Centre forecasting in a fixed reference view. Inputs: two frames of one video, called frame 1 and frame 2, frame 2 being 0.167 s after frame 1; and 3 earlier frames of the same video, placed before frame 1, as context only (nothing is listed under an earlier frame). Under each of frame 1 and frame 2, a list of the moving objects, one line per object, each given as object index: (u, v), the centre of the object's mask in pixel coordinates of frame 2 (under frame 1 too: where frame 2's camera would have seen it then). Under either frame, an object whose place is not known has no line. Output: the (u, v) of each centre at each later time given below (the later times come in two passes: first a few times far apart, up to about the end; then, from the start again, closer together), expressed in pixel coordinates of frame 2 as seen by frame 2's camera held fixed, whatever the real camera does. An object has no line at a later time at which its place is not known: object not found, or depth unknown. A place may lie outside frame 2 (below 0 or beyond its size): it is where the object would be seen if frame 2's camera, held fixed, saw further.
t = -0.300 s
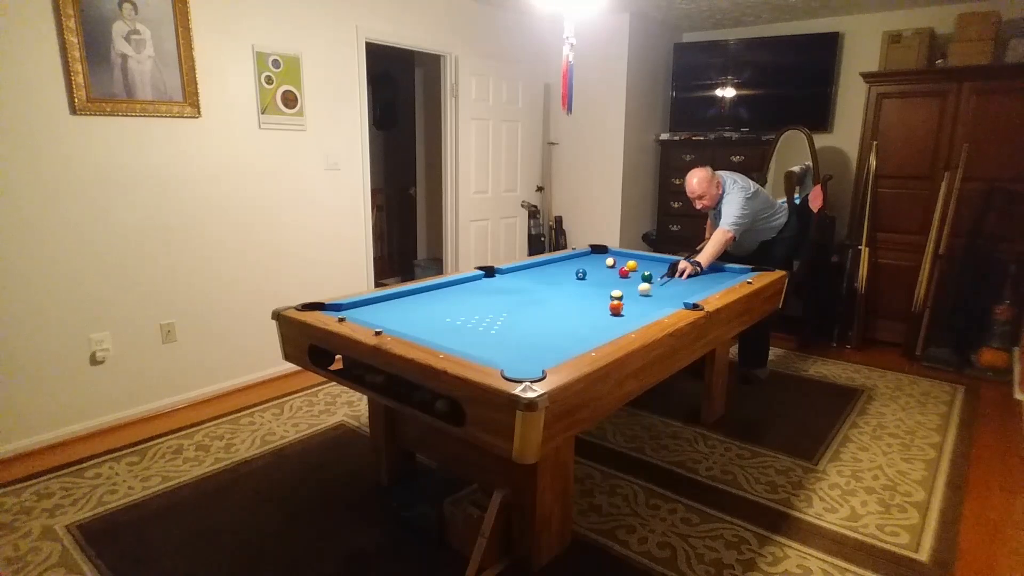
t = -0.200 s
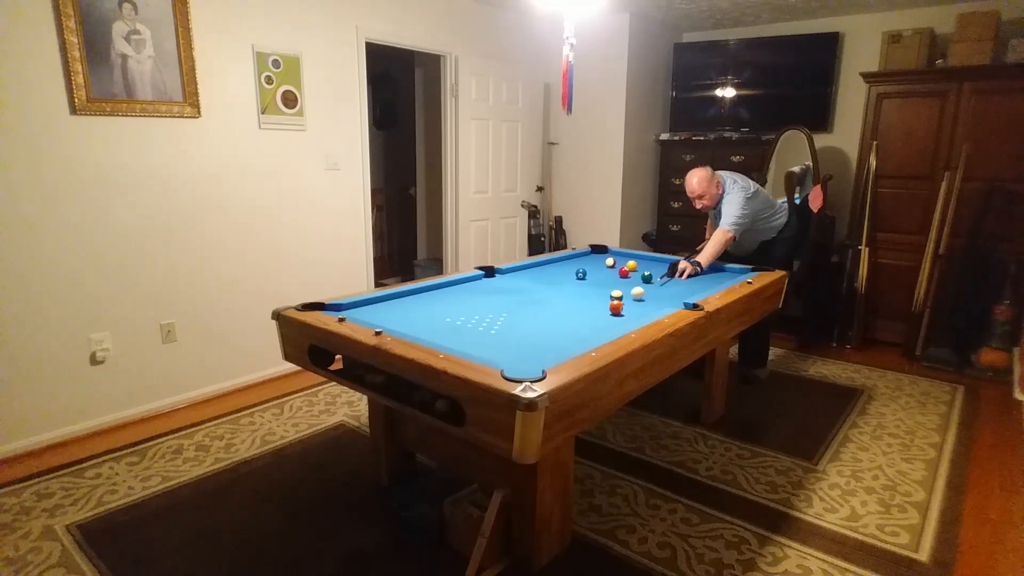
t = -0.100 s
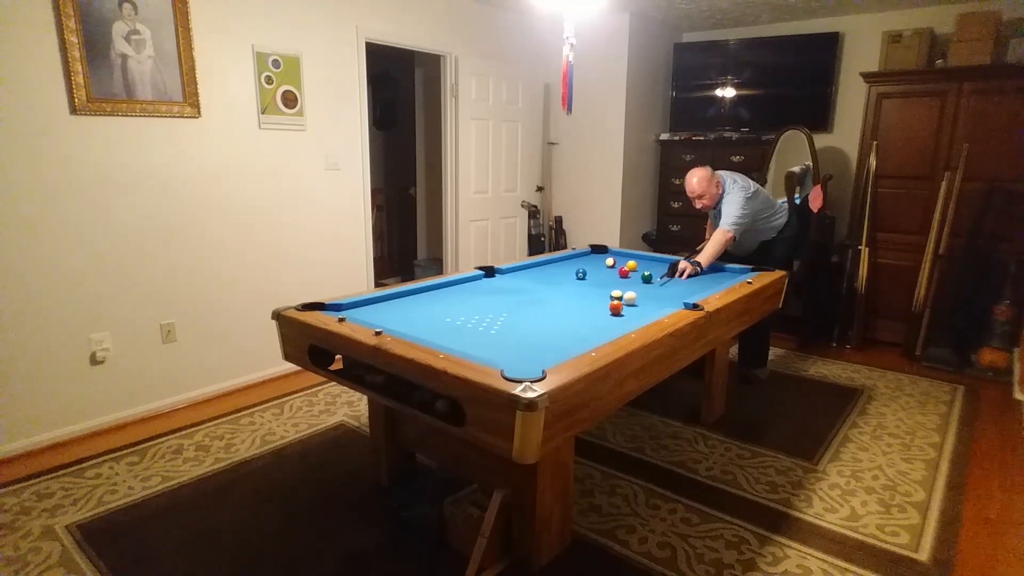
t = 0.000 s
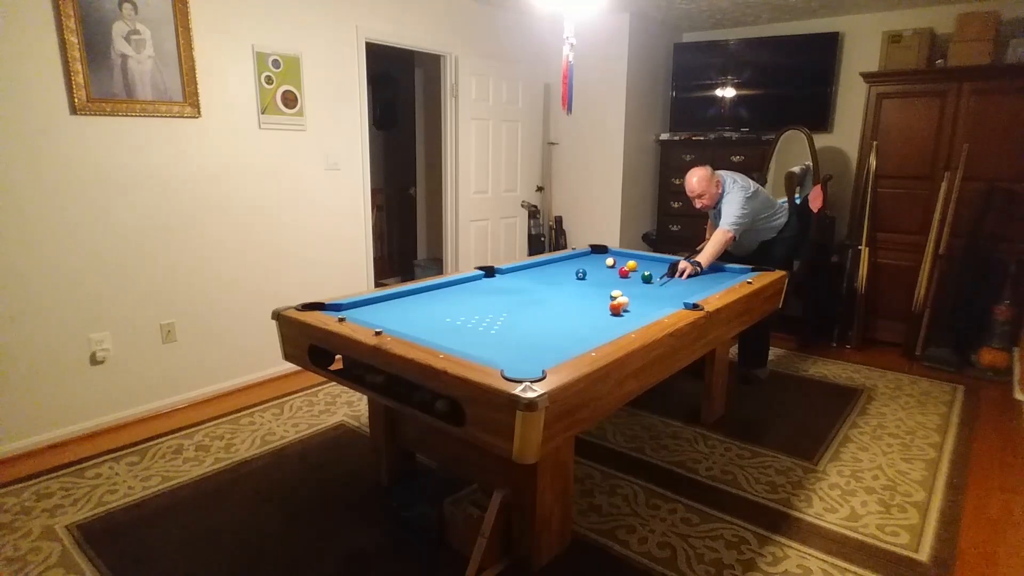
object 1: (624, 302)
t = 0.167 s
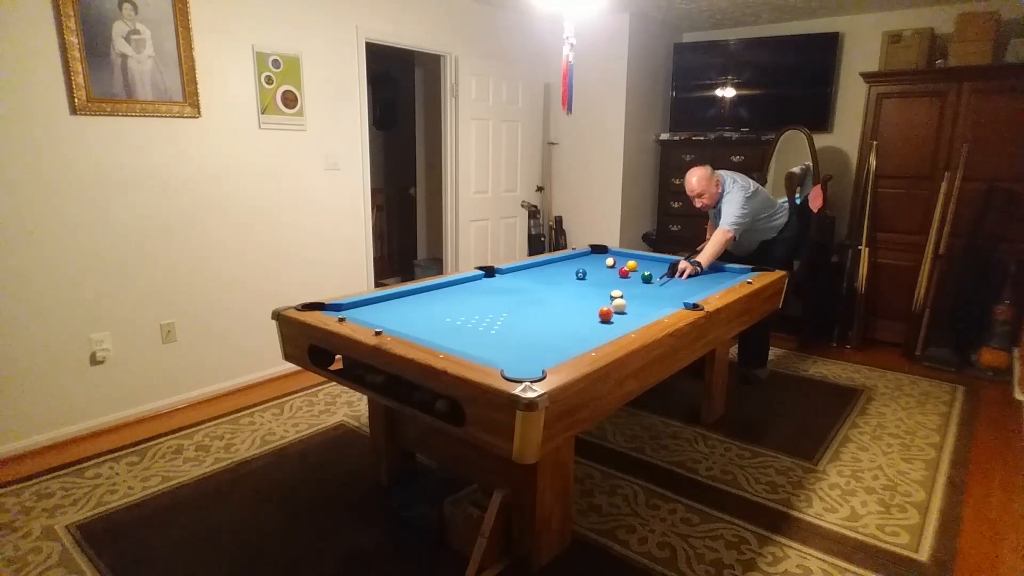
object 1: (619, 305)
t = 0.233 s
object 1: (618, 306)
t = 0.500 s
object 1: (613, 309)
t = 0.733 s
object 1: (610, 311)
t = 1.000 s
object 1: (606, 314)
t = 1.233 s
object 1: (604, 316)
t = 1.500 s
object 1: (601, 318)
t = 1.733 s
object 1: (599, 320)
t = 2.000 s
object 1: (597, 321)
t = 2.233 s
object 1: (596, 322)
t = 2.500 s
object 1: (595, 323)
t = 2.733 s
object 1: (594, 323)
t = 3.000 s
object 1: (594, 323)
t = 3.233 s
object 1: (594, 323)
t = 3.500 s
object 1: (594, 323)
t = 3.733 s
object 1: (594, 323)
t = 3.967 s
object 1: (594, 323)
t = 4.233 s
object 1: (594, 323)
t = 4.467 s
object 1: (594, 323)
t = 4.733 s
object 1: (594, 323)
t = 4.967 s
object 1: (594, 323)
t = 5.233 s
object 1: (594, 323)
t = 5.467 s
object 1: (594, 323)
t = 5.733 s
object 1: (594, 323)
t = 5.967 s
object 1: (594, 323)
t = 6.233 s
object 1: (594, 323)
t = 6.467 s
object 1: (594, 323)
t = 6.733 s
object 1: (594, 323)
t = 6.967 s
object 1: (594, 323)
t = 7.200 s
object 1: (594, 323)
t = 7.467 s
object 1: (594, 323)
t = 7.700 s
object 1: (594, 323)
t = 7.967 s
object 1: (594, 323)
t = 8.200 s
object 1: (594, 323)
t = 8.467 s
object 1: (594, 323)
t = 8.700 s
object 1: (594, 323)
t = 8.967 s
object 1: (594, 323)
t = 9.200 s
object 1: (594, 323)
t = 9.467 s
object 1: (594, 323)
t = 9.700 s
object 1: (594, 323)
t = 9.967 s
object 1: (594, 323)
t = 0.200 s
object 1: (618, 306)
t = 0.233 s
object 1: (618, 306)
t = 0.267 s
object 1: (617, 306)
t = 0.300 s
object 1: (617, 307)
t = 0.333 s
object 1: (616, 307)
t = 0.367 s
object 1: (615, 308)
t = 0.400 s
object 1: (615, 308)
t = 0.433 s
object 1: (614, 308)
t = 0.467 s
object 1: (614, 309)
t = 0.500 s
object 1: (613, 309)
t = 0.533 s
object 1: (613, 309)
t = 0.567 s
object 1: (612, 310)
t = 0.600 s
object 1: (612, 310)
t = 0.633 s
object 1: (611, 310)
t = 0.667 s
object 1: (611, 311)
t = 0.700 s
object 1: (610, 311)
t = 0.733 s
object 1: (610, 311)
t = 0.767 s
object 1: (609, 312)
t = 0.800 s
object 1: (609, 312)
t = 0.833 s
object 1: (609, 312)
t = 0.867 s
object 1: (608, 312)
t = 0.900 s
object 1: (608, 313)
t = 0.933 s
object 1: (607, 313)
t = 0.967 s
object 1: (607, 313)
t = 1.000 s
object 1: (606, 314)
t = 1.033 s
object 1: (606, 314)
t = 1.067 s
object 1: (606, 315)
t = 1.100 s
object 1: (605, 315)
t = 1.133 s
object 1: (605, 315)
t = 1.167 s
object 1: (604, 316)
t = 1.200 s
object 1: (604, 316)
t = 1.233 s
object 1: (604, 316)
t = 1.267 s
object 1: (603, 316)
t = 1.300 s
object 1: (603, 317)
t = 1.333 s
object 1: (602, 317)
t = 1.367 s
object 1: (602, 317)
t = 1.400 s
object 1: (602, 318)
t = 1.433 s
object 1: (602, 318)
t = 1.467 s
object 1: (601, 318)
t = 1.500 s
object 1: (601, 318)
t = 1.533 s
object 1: (601, 319)
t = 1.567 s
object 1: (600, 319)
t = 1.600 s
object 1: (600, 319)
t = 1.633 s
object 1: (600, 319)
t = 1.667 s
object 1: (600, 319)
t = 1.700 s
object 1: (599, 319)
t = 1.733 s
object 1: (599, 320)
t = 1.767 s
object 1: (599, 320)
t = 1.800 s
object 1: (598, 320)
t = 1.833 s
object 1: (598, 320)
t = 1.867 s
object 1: (598, 320)
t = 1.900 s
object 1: (598, 321)
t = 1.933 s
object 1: (597, 321)
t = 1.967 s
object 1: (597, 321)
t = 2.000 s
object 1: (597, 321)
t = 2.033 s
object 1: (597, 321)
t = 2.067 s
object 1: (597, 321)
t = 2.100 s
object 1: (597, 321)
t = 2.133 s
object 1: (596, 322)
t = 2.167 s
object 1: (596, 322)
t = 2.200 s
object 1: (596, 322)
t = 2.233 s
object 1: (596, 322)
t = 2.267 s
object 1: (596, 322)
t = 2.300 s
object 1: (596, 322)
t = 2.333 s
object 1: (595, 322)
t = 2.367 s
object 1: (595, 322)
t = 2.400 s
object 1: (595, 322)
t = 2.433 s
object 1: (595, 322)
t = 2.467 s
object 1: (595, 323)
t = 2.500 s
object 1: (595, 323)
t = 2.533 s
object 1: (595, 323)
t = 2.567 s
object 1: (595, 323)
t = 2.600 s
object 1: (595, 323)
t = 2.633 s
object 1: (595, 323)
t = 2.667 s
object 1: (594, 323)
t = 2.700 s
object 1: (594, 323)
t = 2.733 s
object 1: (594, 323)
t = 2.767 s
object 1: (594, 323)
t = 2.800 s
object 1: (594, 323)
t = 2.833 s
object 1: (594, 323)
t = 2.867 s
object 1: (594, 323)
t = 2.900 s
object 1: (594, 323)
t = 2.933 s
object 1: (594, 323)
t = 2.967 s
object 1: (594, 323)
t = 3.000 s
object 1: (594, 323)
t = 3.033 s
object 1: (594, 323)
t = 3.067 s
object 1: (594, 323)
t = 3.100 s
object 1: (594, 323)
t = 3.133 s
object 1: (594, 323)
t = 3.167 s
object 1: (594, 323)
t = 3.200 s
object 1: (594, 323)
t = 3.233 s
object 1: (594, 323)
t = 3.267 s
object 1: (594, 323)
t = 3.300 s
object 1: (594, 323)
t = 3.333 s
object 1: (594, 323)
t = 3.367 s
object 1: (594, 323)
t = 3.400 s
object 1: (594, 323)
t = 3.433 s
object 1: (594, 323)
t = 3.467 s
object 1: (594, 323)
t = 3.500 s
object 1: (594, 323)
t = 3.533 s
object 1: (594, 323)
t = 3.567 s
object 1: (594, 323)
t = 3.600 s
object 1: (594, 323)
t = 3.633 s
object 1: (594, 323)
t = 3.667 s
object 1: (594, 323)
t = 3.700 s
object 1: (594, 323)
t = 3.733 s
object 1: (594, 323)
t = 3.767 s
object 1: (594, 323)
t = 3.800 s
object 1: (594, 323)
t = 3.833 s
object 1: (594, 323)
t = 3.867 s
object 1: (594, 323)
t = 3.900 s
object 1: (594, 323)
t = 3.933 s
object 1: (594, 323)
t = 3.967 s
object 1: (594, 323)
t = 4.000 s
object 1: (594, 323)
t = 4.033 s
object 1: (594, 323)
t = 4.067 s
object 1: (594, 323)
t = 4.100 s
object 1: (594, 323)
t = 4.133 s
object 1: (594, 323)
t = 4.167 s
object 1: (594, 323)
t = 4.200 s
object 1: (594, 323)
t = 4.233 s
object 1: (594, 323)
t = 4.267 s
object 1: (594, 323)
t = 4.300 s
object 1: (594, 323)
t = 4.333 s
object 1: (594, 323)
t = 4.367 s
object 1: (594, 323)
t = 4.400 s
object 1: (594, 323)
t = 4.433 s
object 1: (594, 323)
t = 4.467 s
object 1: (594, 323)
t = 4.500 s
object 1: (594, 323)
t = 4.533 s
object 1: (594, 323)
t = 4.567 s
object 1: (594, 323)
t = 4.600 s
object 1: (594, 323)
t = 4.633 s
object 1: (594, 323)
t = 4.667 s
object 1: (594, 323)
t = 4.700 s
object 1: (594, 323)
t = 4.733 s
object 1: (594, 323)
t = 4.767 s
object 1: (594, 323)
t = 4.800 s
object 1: (594, 323)
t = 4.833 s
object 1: (594, 323)
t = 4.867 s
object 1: (594, 323)
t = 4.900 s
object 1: (594, 323)
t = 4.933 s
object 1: (594, 323)
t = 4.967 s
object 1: (594, 323)
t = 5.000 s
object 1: (594, 323)
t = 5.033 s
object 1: (594, 323)
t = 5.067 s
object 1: (594, 323)
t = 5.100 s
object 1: (594, 323)
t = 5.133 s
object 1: (594, 323)
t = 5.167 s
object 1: (594, 323)
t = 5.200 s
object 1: (594, 323)
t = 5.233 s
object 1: (594, 323)
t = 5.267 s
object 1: (594, 323)
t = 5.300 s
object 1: (594, 323)
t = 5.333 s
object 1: (594, 323)
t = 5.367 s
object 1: (594, 323)
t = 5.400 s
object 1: (594, 323)
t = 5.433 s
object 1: (594, 323)
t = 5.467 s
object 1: (594, 323)
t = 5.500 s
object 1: (594, 323)
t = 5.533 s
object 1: (594, 323)
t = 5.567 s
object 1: (594, 323)
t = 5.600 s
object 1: (594, 323)
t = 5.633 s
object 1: (594, 323)
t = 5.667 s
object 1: (594, 323)
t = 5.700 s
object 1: (594, 323)
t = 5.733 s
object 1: (594, 323)
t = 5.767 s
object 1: (594, 323)
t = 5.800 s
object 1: (594, 323)
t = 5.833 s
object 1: (594, 323)
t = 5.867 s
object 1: (594, 323)
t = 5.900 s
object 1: (594, 323)
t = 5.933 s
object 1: (594, 323)
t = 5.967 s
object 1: (594, 323)
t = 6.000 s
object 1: (594, 323)
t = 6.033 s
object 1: (594, 323)
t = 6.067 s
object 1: (594, 323)
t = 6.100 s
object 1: (594, 323)
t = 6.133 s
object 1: (594, 323)
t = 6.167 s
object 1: (594, 323)
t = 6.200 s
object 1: (594, 323)
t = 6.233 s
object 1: (594, 323)
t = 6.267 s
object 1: (594, 323)
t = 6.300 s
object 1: (594, 323)
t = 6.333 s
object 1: (594, 323)
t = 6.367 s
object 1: (594, 323)
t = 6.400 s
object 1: (594, 323)
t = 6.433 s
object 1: (594, 323)
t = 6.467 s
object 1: (594, 323)
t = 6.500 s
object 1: (594, 323)
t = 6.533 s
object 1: (594, 323)
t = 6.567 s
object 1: (594, 323)
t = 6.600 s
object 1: (594, 323)
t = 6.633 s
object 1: (594, 323)
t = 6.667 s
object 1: (594, 323)
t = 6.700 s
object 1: (594, 323)
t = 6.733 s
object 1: (594, 323)
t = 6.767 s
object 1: (594, 323)
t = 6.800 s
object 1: (594, 323)
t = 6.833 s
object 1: (594, 323)
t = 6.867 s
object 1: (594, 323)
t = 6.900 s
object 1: (594, 323)
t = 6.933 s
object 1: (594, 323)
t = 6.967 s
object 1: (594, 323)
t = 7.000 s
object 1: (594, 323)
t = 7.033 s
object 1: (594, 323)
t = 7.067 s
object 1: (594, 323)
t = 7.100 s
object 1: (594, 323)
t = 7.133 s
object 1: (594, 323)
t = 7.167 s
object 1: (594, 323)
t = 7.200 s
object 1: (594, 323)
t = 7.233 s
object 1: (594, 323)
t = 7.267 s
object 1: (594, 323)
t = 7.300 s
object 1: (594, 323)
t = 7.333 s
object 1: (594, 323)
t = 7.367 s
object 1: (594, 323)
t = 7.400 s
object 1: (594, 323)
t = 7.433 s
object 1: (594, 323)
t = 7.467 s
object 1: (594, 323)
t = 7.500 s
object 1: (594, 323)
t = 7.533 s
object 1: (594, 323)
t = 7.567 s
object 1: (594, 323)
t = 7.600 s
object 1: (594, 323)
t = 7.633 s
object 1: (594, 323)
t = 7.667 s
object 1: (594, 323)
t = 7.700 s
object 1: (594, 323)
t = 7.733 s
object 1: (594, 323)
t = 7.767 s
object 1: (594, 323)
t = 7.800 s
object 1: (594, 323)
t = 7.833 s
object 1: (594, 323)
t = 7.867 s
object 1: (594, 323)
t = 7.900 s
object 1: (594, 323)
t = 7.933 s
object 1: (594, 323)
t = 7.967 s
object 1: (594, 323)
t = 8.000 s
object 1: (594, 323)
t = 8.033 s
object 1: (594, 323)
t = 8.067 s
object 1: (594, 323)
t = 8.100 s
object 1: (594, 323)
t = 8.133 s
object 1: (594, 323)
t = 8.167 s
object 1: (594, 323)
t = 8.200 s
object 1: (594, 323)
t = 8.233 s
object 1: (594, 323)
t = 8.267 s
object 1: (594, 323)
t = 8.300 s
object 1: (594, 323)
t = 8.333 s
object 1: (594, 323)
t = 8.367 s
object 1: (594, 323)
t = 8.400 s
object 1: (594, 323)
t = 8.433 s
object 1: (594, 323)
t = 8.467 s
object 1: (594, 323)
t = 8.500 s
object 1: (594, 323)
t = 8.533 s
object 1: (594, 323)
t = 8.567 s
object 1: (594, 323)
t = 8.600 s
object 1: (594, 323)
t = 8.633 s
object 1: (594, 323)
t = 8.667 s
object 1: (594, 323)
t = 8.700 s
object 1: (594, 323)
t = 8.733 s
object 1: (594, 323)
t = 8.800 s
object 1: (594, 323)
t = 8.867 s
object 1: (594, 323)
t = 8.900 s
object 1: (594, 323)
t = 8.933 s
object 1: (594, 323)
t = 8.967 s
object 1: (594, 323)
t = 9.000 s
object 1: (594, 323)
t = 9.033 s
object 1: (594, 323)
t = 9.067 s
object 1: (594, 323)
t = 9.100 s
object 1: (594, 323)
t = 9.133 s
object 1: (594, 323)
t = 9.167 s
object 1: (594, 323)
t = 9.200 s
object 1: (594, 323)
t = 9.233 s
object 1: (594, 323)
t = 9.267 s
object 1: (594, 323)
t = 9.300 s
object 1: (594, 323)
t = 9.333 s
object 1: (594, 323)
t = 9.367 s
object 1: (594, 323)
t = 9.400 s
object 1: (594, 323)
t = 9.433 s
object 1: (594, 323)
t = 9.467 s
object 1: (594, 323)
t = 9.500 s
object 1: (594, 323)
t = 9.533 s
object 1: (594, 323)
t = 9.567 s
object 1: (594, 323)
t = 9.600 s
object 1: (594, 323)
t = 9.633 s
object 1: (594, 323)
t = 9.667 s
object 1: (594, 323)
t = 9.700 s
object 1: (594, 323)
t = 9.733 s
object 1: (594, 323)
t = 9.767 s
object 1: (594, 323)
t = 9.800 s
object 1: (594, 323)
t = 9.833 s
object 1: (594, 323)
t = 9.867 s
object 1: (594, 323)
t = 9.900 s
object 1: (594, 323)
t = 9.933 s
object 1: (594, 323)
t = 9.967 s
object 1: (594, 323)
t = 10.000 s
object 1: (594, 323)
